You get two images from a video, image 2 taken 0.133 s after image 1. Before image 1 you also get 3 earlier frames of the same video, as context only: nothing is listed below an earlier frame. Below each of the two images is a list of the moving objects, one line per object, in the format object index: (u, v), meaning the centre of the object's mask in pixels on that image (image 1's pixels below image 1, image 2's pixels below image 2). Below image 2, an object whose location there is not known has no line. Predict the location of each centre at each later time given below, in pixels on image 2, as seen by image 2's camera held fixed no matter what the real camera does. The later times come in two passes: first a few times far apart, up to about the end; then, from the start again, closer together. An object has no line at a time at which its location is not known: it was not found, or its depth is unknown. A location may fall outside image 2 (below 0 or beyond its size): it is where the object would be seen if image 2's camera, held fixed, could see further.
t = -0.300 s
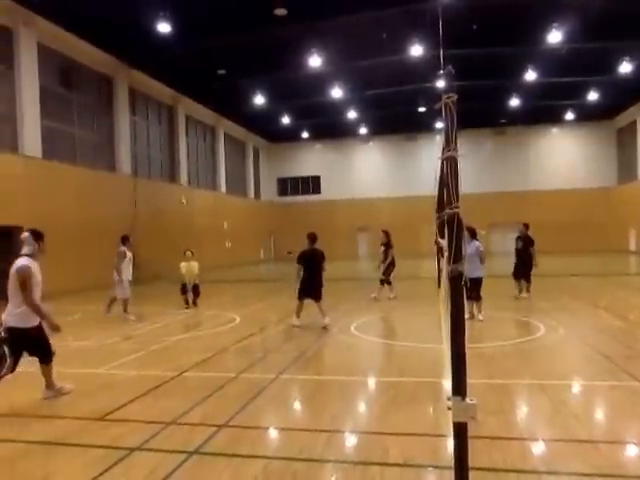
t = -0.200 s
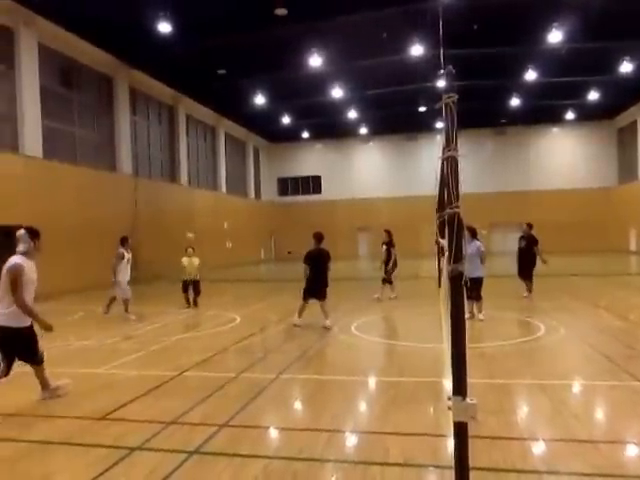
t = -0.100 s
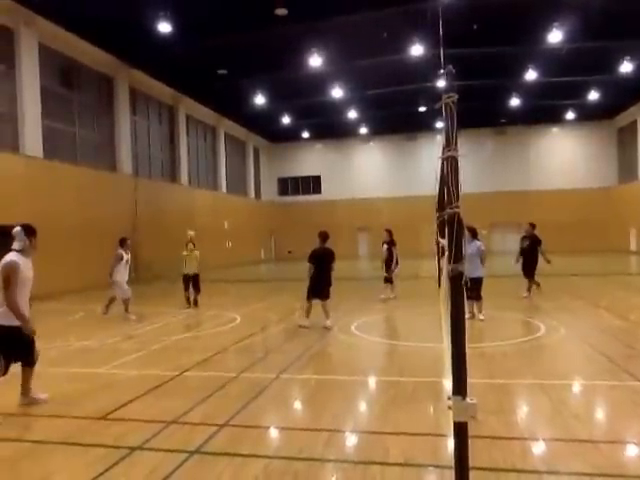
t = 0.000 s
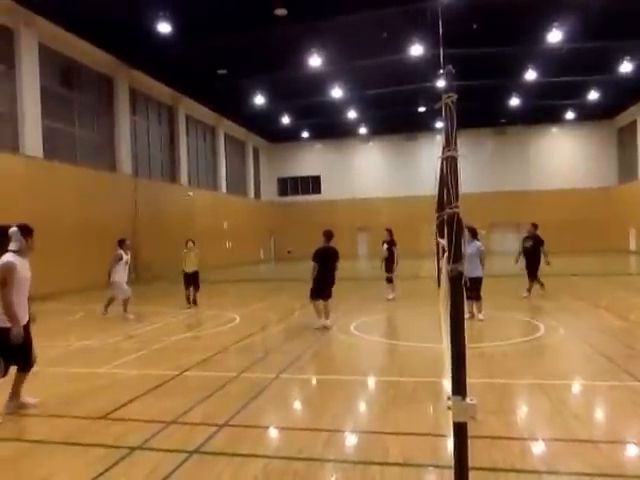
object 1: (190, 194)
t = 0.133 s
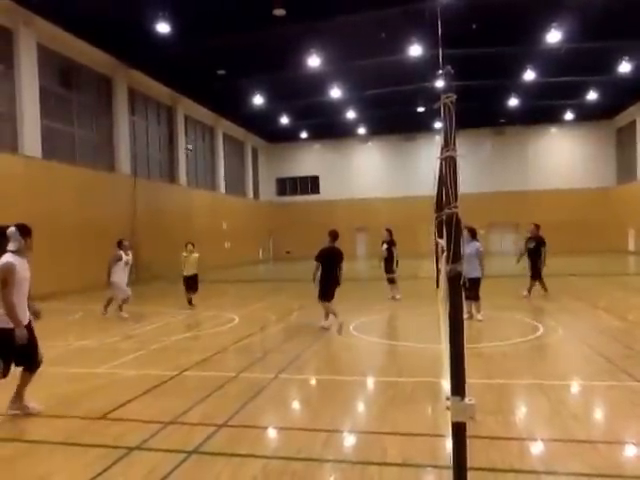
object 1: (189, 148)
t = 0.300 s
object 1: (188, 100)
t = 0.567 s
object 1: (190, 50)
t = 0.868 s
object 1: (194, 34)
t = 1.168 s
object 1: (200, 73)
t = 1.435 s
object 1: (206, 121)
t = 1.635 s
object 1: (208, 139)
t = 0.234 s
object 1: (188, 117)
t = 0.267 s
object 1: (188, 108)
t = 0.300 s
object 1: (188, 100)
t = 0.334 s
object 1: (189, 93)
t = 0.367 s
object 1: (189, 85)
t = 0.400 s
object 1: (189, 78)
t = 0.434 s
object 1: (189, 71)
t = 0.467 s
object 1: (189, 65)
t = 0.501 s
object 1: (189, 59)
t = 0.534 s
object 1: (189, 54)
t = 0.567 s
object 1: (190, 50)
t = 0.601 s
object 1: (190, 46)
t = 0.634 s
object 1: (191, 43)
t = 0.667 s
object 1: (191, 40)
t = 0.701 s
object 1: (191, 37)
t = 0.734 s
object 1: (192, 36)
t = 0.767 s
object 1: (192, 34)
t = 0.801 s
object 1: (193, 34)
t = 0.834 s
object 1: (194, 34)
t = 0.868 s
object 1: (194, 34)
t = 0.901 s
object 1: (195, 36)
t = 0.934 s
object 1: (196, 38)
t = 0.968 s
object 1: (196, 41)
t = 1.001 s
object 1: (197, 44)
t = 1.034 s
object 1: (197, 48)
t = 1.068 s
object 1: (198, 53)
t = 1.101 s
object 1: (198, 59)
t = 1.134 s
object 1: (199, 65)
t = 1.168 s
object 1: (200, 73)
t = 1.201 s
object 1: (201, 81)
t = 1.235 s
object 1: (203, 89)
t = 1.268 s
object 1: (204, 100)
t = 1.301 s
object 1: (205, 108)
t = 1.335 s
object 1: (206, 112)
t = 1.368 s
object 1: (206, 115)
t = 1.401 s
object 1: (206, 117)
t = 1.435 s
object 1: (206, 121)
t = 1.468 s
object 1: (207, 123)
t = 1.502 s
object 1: (207, 126)
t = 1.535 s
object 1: (207, 129)
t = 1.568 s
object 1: (207, 132)
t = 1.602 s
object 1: (208, 136)
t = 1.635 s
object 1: (208, 139)
